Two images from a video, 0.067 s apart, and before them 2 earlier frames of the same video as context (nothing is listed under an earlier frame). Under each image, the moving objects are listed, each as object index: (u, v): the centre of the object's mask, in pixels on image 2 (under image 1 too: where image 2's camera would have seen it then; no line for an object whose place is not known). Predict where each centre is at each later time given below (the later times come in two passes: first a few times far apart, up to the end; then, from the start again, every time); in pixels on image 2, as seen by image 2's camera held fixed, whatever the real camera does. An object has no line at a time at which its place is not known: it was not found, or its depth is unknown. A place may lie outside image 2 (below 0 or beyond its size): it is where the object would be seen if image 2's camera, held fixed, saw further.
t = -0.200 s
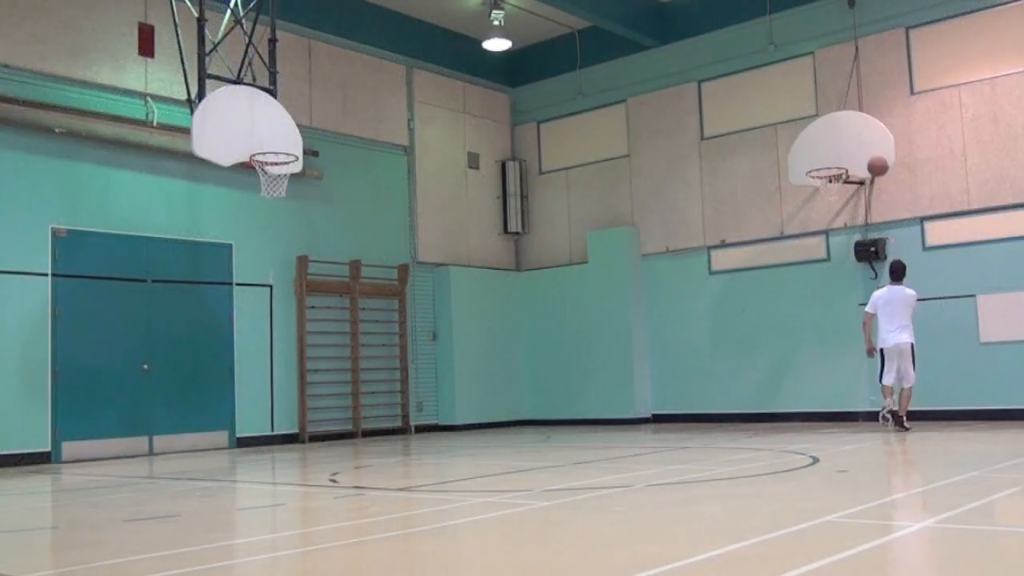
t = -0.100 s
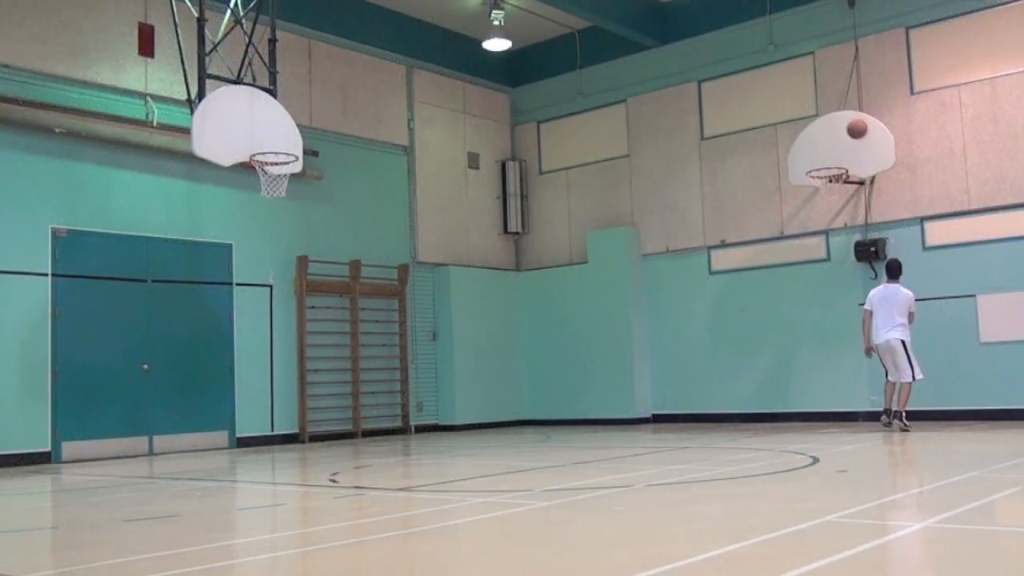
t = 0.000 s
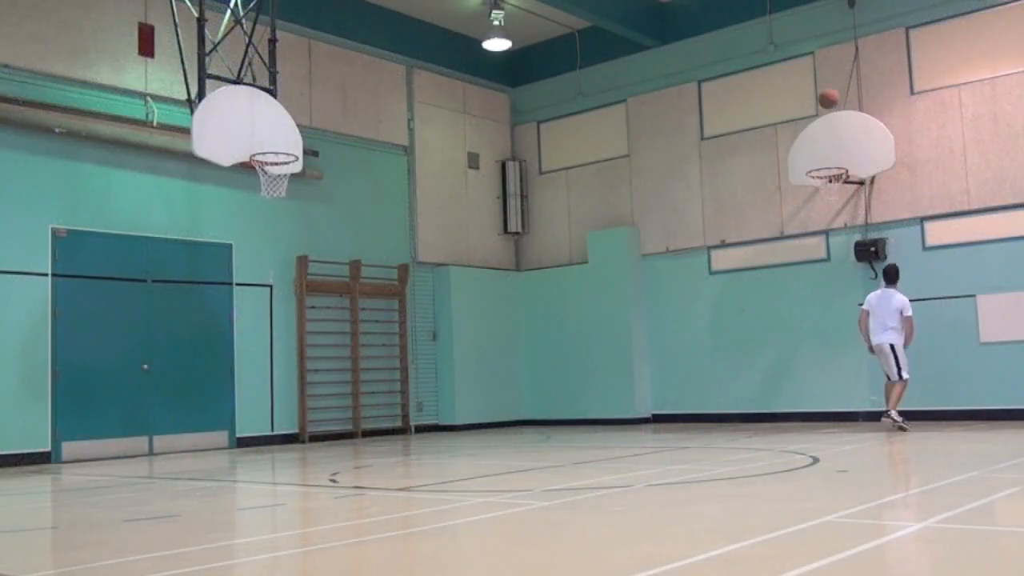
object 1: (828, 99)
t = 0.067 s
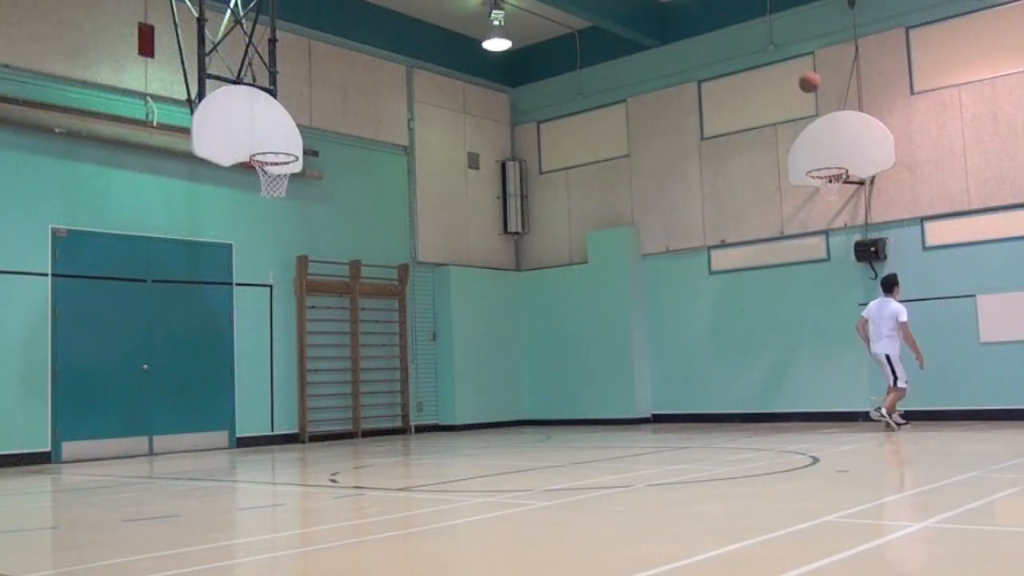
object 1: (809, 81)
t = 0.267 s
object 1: (753, 53)
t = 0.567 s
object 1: (663, 71)
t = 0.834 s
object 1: (577, 158)
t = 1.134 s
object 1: (468, 350)
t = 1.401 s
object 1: (407, 342)
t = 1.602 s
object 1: (387, 247)
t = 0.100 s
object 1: (800, 75)
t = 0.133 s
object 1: (791, 69)
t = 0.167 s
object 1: (781, 64)
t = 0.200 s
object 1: (772, 58)
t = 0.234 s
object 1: (763, 55)
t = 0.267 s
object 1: (753, 53)
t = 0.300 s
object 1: (743, 52)
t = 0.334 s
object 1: (733, 50)
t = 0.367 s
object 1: (723, 51)
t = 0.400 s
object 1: (714, 52)
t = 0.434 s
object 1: (704, 53)
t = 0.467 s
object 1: (694, 57)
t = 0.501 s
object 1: (683, 61)
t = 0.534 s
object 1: (673, 66)
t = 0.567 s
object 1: (663, 71)
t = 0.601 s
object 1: (652, 79)
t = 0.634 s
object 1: (642, 86)
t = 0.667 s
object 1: (630, 96)
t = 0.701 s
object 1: (620, 105)
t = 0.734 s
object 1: (611, 117)
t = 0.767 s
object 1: (599, 130)
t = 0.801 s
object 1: (588, 144)
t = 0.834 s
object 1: (577, 158)
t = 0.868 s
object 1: (565, 174)
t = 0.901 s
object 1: (554, 191)
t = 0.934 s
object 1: (542, 210)
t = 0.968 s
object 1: (531, 229)
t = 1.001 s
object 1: (518, 250)
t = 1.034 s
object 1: (506, 272)
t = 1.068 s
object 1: (494, 297)
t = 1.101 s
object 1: (481, 322)
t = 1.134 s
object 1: (468, 350)
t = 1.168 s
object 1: (454, 378)
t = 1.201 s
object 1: (441, 407)
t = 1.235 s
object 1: (426, 440)
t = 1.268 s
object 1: (421, 431)
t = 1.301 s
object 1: (417, 407)
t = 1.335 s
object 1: (413, 384)
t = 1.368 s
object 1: (410, 362)
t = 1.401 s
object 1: (407, 342)
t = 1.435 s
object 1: (404, 322)
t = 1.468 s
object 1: (400, 305)
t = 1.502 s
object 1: (396, 288)
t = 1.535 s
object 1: (394, 275)
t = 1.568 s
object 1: (390, 259)
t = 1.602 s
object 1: (387, 247)
